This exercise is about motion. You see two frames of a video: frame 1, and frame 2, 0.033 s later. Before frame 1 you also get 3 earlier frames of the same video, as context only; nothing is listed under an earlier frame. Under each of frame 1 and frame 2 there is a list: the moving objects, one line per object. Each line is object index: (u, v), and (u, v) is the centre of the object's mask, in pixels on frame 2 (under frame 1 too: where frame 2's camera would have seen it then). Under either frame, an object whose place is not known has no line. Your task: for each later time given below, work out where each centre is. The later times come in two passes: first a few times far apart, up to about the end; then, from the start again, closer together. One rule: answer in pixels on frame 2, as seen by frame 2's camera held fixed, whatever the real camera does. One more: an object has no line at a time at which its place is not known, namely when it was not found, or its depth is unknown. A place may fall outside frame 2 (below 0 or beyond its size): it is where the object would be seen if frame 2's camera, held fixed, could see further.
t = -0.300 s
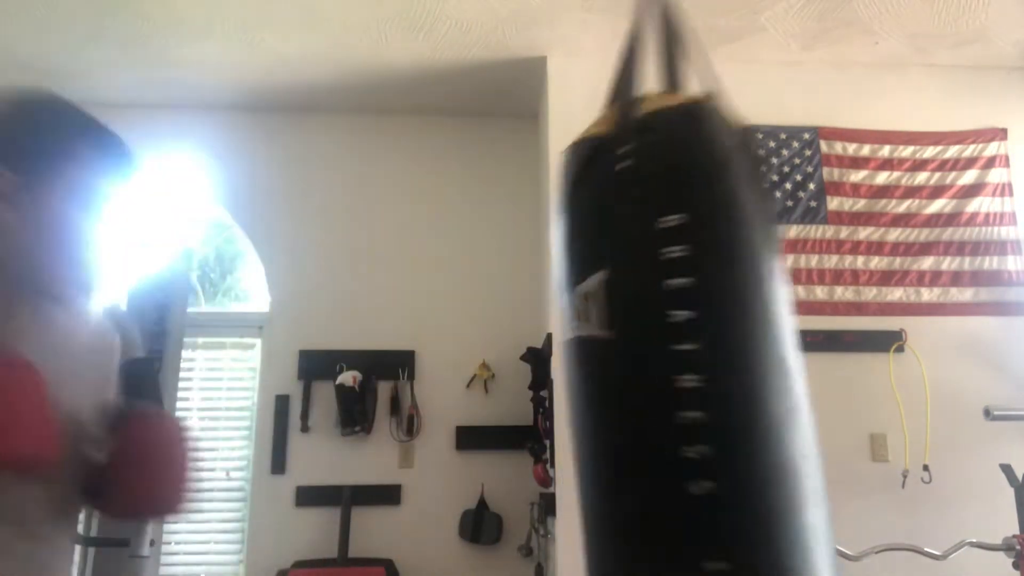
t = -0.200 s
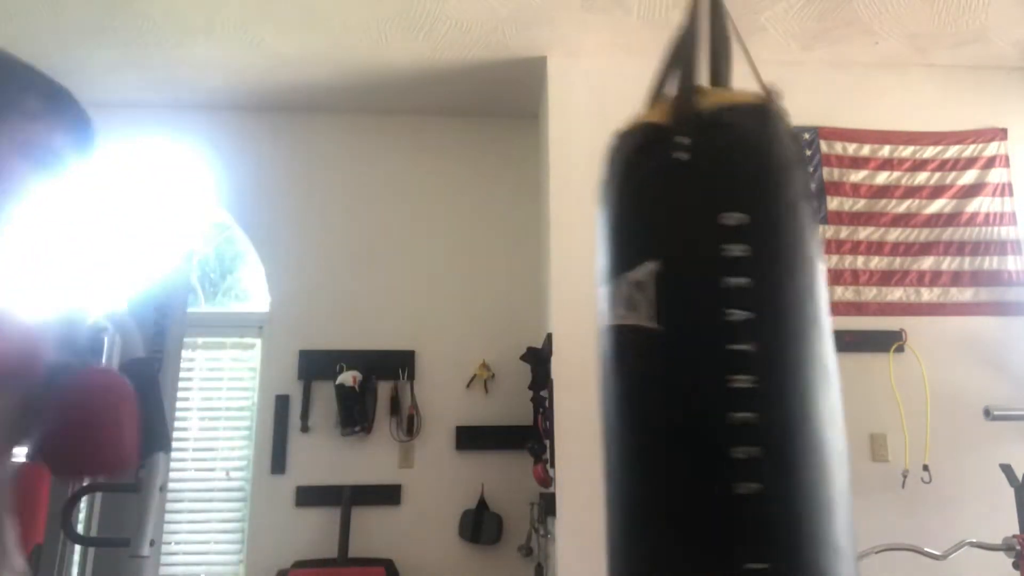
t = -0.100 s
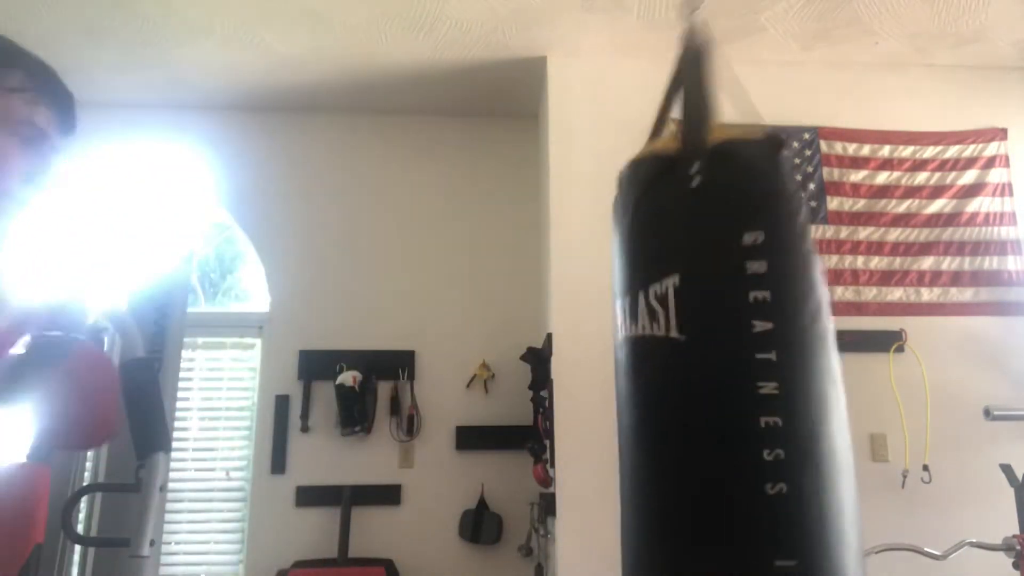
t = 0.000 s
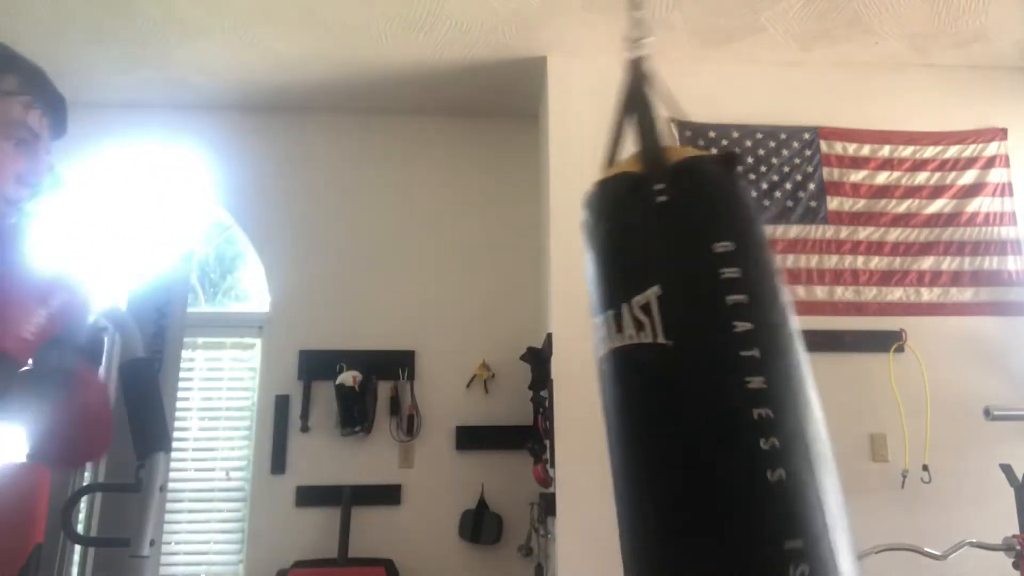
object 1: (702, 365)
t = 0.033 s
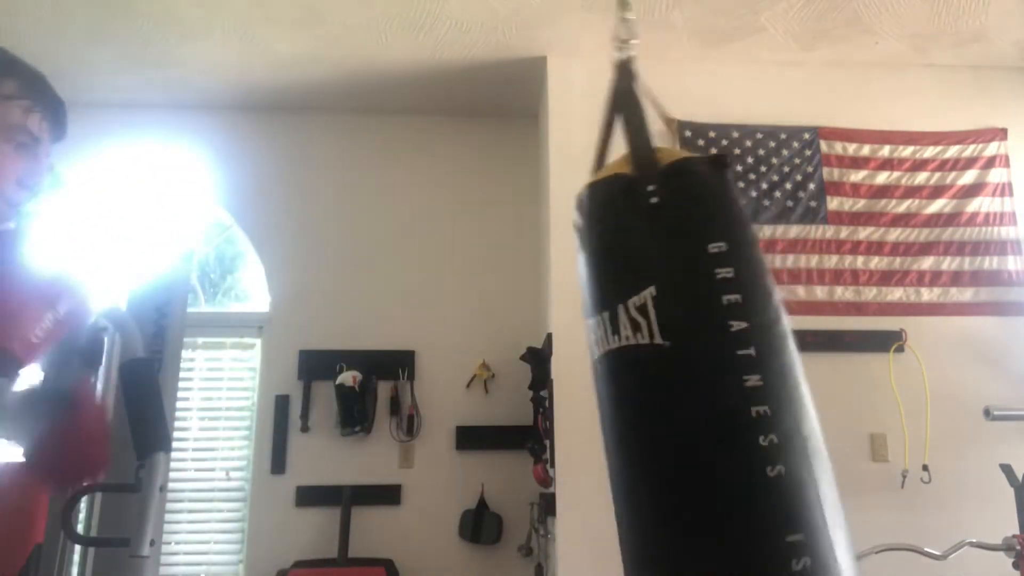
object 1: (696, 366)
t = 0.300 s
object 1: (739, 348)
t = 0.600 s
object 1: (669, 362)
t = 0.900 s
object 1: (680, 362)
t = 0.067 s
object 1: (691, 360)
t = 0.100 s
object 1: (691, 358)
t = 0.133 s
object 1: (694, 357)
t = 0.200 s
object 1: (714, 354)
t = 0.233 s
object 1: (727, 350)
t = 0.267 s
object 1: (735, 348)
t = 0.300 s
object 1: (739, 348)
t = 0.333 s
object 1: (739, 351)
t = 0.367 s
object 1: (736, 357)
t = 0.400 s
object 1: (728, 361)
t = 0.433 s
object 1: (717, 362)
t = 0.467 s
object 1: (702, 363)
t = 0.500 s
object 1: (689, 362)
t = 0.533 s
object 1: (679, 363)
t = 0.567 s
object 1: (672, 361)
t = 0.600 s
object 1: (669, 362)
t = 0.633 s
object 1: (669, 360)
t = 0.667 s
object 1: (673, 359)
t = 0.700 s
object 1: (680, 357)
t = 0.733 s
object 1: (686, 359)
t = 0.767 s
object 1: (692, 361)
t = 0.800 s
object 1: (693, 361)
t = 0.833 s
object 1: (691, 360)
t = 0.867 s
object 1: (686, 361)
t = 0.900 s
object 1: (680, 362)
